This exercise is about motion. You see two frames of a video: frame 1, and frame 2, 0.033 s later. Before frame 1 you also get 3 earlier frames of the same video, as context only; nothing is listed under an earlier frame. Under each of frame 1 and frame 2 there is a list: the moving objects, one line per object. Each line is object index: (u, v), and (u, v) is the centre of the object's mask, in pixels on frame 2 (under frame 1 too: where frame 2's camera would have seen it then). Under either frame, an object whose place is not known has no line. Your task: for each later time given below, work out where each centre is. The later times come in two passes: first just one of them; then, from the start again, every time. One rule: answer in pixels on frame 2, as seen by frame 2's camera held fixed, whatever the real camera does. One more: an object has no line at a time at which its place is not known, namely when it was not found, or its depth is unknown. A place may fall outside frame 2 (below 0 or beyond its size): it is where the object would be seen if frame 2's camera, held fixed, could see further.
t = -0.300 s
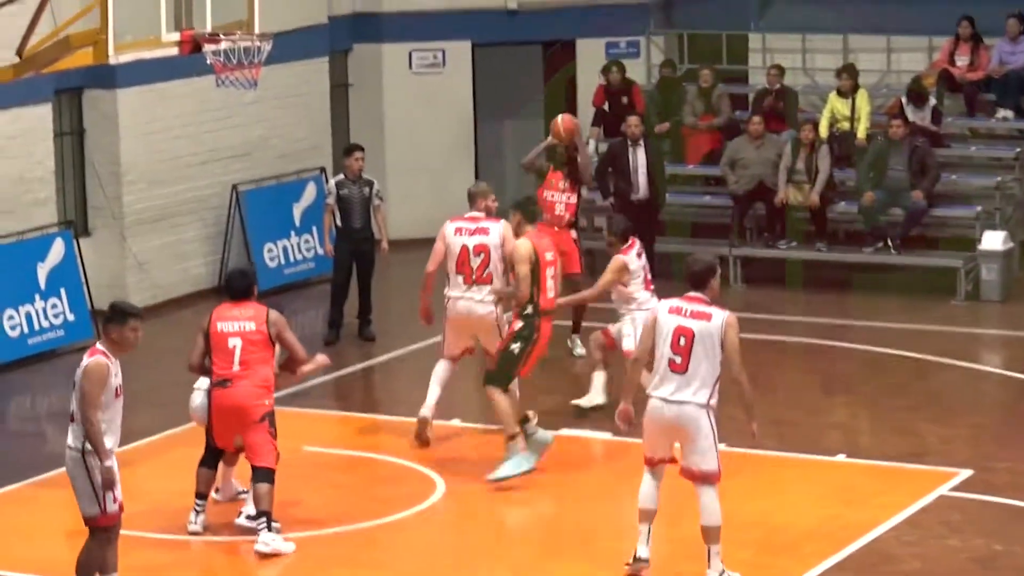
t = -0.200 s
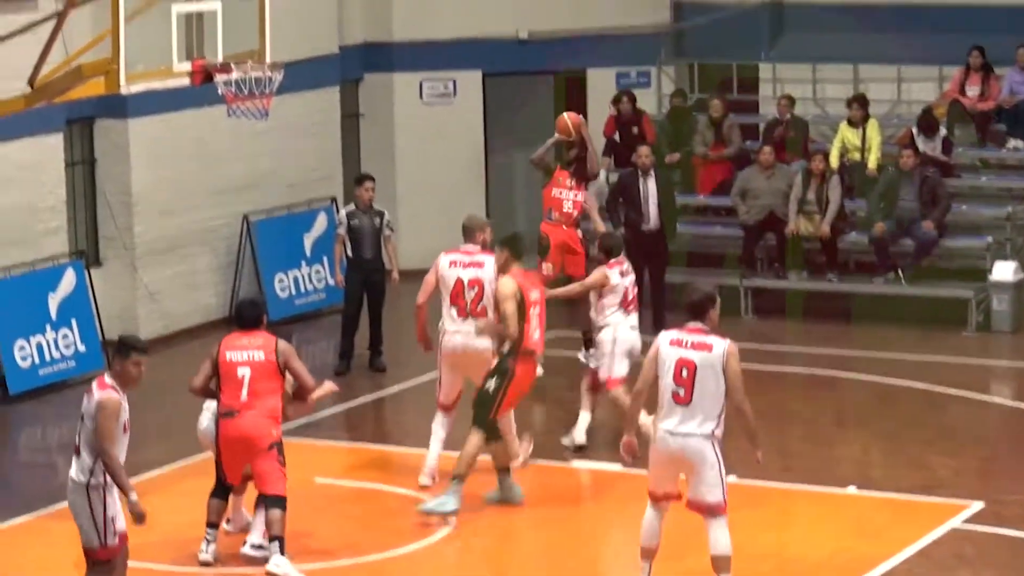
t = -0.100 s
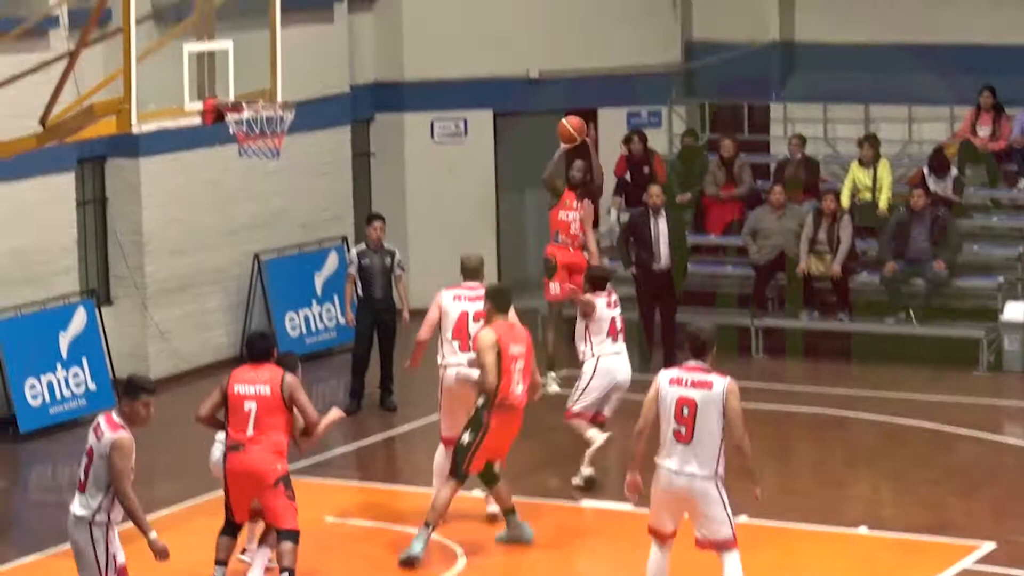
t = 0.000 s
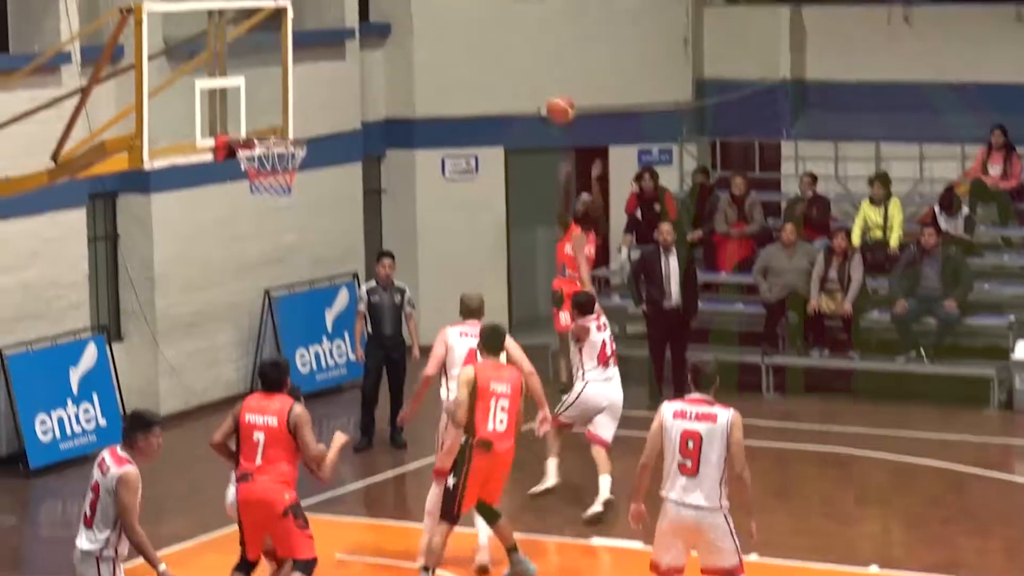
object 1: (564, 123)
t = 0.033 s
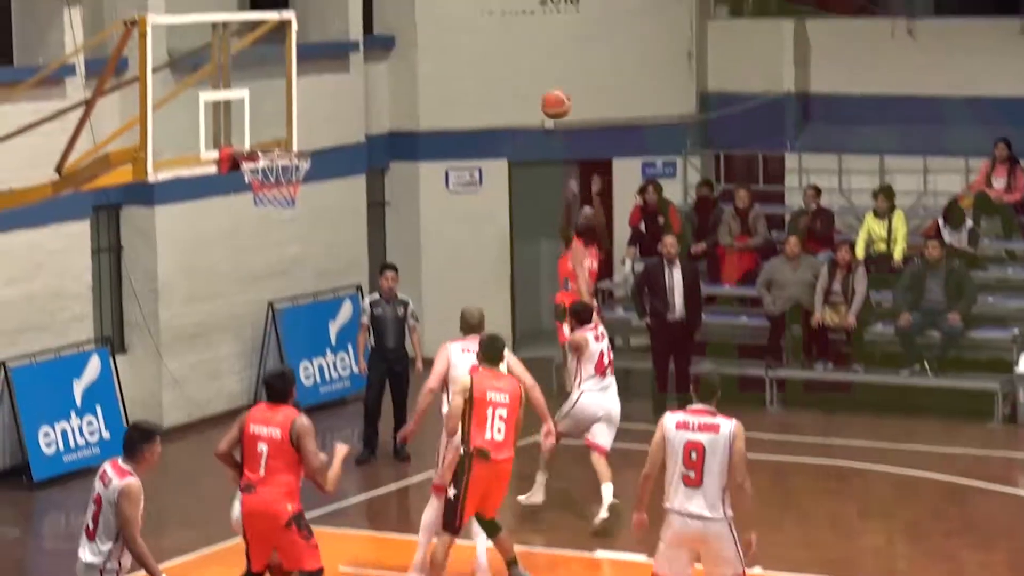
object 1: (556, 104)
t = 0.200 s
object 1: (510, 31)
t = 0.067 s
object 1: (546, 88)
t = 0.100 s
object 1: (537, 71)
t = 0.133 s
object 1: (529, 57)
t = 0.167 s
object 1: (519, 43)
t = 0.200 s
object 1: (510, 31)
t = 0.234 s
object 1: (500, 19)
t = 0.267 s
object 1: (490, 10)
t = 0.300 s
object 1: (480, 1)
